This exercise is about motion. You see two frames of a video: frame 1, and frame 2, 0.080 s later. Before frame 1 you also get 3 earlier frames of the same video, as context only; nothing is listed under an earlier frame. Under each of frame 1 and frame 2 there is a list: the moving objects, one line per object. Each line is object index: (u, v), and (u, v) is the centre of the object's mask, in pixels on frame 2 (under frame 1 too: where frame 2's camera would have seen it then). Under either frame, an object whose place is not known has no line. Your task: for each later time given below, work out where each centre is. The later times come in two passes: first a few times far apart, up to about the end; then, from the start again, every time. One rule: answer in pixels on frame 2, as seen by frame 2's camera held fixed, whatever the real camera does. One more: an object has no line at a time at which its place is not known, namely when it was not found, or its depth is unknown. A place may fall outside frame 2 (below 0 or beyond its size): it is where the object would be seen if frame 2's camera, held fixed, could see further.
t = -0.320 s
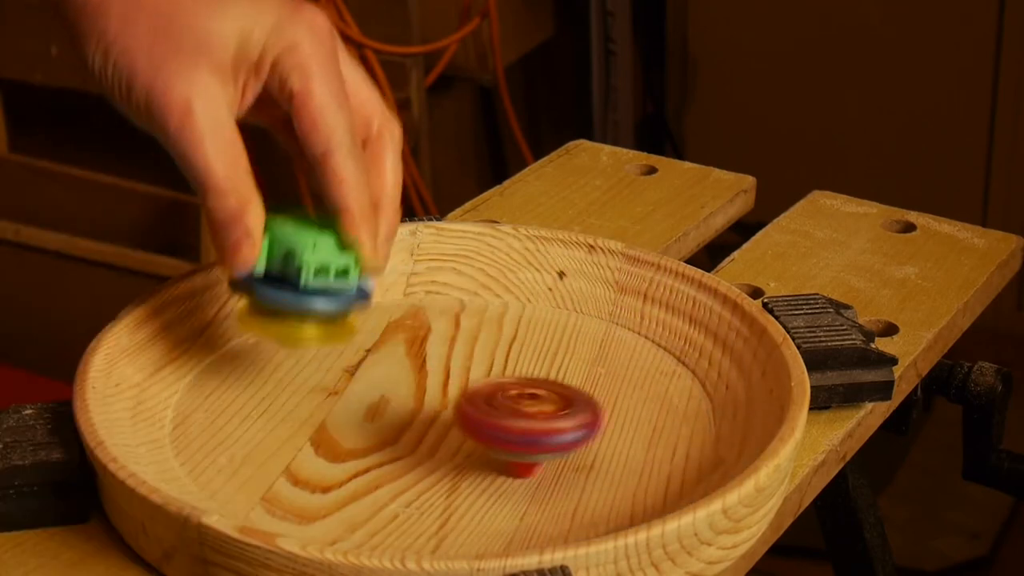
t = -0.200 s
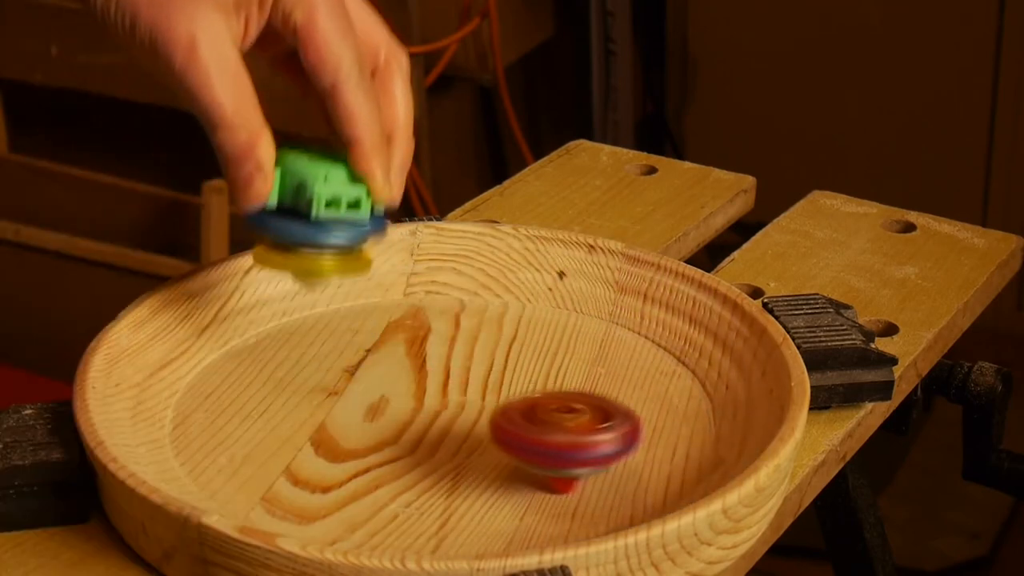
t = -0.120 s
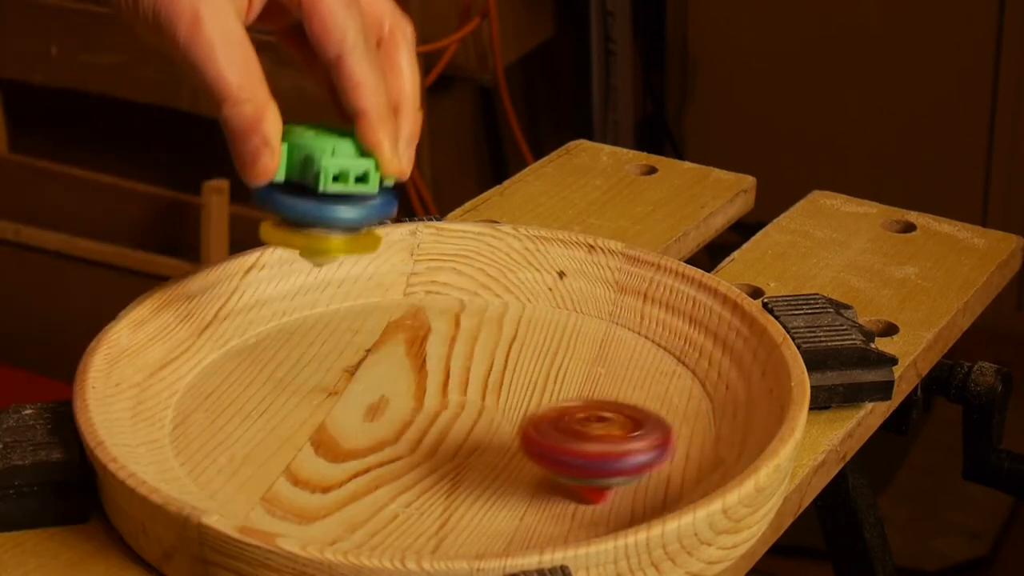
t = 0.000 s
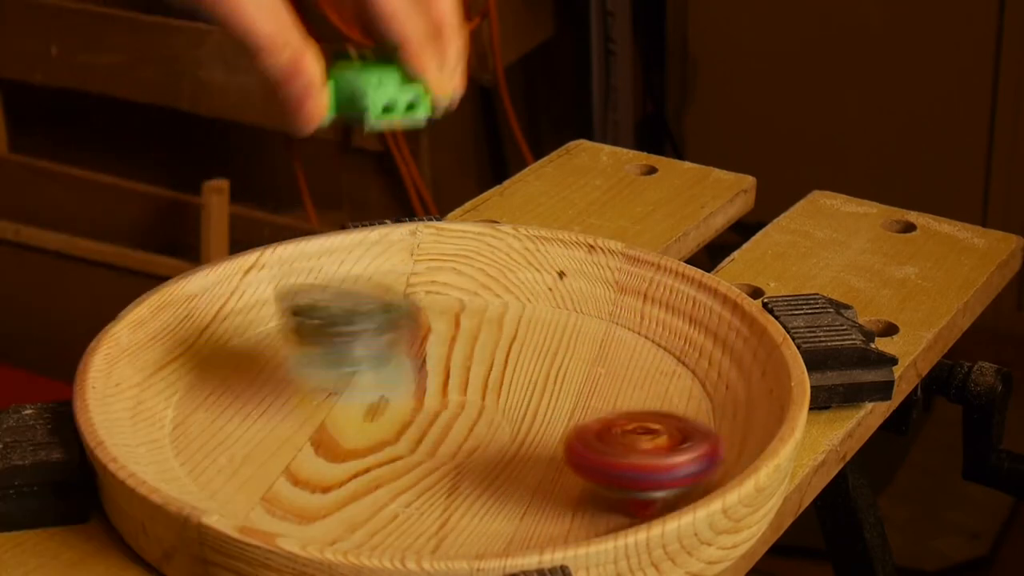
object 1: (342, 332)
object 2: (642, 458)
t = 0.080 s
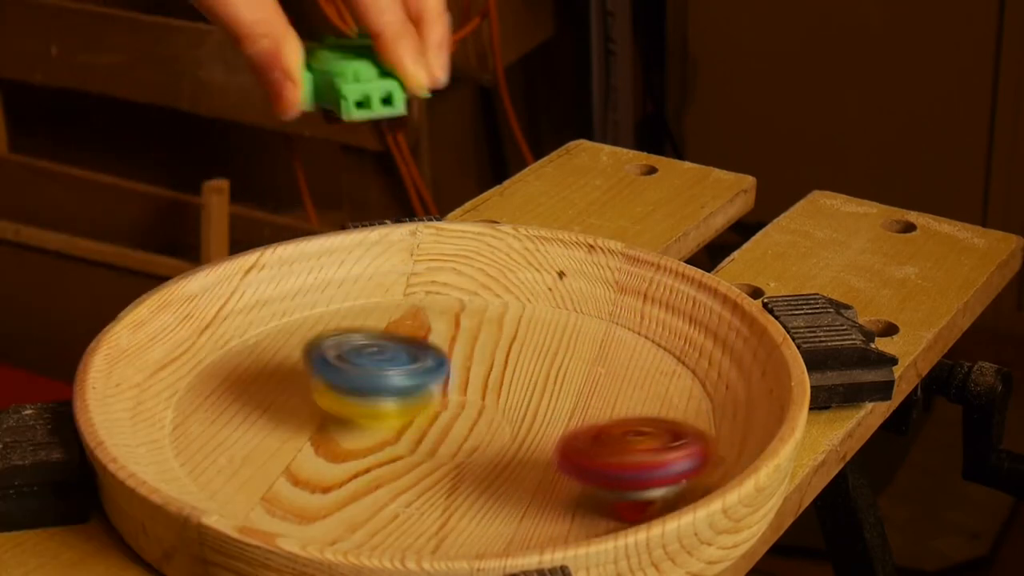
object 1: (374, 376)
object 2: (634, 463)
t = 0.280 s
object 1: (448, 394)
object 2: (639, 454)
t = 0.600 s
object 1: (447, 410)
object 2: (665, 438)
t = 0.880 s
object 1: (438, 401)
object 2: (649, 406)
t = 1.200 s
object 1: (454, 398)
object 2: (602, 381)
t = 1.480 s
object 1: (427, 409)
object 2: (661, 367)
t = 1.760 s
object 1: (440, 407)
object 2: (658, 363)
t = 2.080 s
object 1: (451, 405)
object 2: (601, 371)
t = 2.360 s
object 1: (371, 409)
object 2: (687, 369)
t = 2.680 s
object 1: (437, 406)
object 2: (675, 345)
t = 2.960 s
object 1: (465, 407)
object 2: (644, 319)
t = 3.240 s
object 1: (472, 404)
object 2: (593, 321)
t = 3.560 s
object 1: (433, 418)
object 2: (564, 342)
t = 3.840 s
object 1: (369, 434)
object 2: (588, 350)
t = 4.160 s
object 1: (368, 428)
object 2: (567, 383)
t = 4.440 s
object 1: (372, 420)
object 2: (588, 407)
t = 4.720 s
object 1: (450, 412)
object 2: (646, 407)
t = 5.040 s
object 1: (513, 403)
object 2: (661, 400)
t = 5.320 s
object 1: (509, 406)
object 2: (659, 396)
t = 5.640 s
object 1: (422, 406)
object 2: (644, 408)
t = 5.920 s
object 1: (413, 393)
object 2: (598, 415)
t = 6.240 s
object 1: (440, 372)
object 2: (525, 427)
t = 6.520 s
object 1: (491, 369)
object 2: (493, 471)
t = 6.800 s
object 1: (490, 396)
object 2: (496, 490)
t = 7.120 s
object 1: (447, 412)
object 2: (585, 468)
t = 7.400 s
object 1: (409, 400)
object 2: (624, 428)
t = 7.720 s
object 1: (433, 383)
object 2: (581, 389)
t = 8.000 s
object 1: (434, 373)
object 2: (623, 386)
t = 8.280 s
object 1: (460, 396)
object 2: (609, 386)
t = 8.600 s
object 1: (409, 419)
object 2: (624, 388)
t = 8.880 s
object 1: (339, 401)
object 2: (667, 383)
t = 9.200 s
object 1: (395, 387)
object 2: (652, 386)
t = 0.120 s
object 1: (393, 393)
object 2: (619, 462)
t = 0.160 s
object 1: (415, 392)
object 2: (613, 461)
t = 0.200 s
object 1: (430, 392)
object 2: (617, 459)
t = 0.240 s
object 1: (441, 392)
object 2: (627, 456)
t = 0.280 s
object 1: (448, 394)
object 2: (639, 454)
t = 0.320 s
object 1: (453, 396)
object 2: (650, 451)
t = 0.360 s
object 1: (456, 399)
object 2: (658, 450)
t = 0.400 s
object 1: (457, 401)
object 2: (659, 448)
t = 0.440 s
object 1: (457, 404)
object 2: (661, 446)
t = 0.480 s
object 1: (456, 406)
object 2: (661, 445)
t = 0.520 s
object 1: (454, 408)
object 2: (661, 444)
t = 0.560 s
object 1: (450, 409)
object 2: (662, 442)
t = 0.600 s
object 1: (447, 410)
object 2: (665, 438)
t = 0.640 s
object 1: (444, 409)
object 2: (665, 434)
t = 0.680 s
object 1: (440, 408)
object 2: (665, 429)
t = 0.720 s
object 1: (437, 407)
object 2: (662, 425)
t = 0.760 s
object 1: (435, 405)
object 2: (660, 419)
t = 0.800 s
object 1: (436, 404)
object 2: (657, 415)
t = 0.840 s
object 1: (437, 403)
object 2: (653, 410)
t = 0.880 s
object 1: (438, 401)
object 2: (649, 406)
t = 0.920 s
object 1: (439, 401)
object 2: (642, 404)
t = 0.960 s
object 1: (441, 400)
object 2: (632, 402)
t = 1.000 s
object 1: (445, 399)
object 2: (625, 397)
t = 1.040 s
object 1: (449, 399)
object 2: (619, 393)
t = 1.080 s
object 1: (453, 398)
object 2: (612, 389)
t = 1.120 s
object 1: (458, 397)
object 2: (605, 386)
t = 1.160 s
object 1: (455, 397)
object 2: (605, 384)
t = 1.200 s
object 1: (454, 398)
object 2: (602, 381)
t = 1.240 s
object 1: (440, 400)
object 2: (618, 378)
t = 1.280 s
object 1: (429, 403)
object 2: (632, 375)
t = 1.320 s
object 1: (423, 405)
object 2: (640, 373)
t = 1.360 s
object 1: (421, 406)
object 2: (646, 370)
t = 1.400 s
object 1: (421, 408)
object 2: (653, 369)
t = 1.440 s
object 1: (422, 409)
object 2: (657, 368)
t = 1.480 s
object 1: (427, 409)
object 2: (661, 367)
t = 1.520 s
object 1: (430, 409)
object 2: (664, 366)
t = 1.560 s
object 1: (433, 408)
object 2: (665, 366)
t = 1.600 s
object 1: (434, 407)
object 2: (666, 364)
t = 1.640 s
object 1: (435, 407)
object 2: (666, 363)
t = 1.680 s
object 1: (436, 406)
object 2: (665, 362)
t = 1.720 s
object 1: (438, 406)
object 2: (662, 362)
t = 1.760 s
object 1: (440, 407)
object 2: (658, 363)
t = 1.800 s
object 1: (441, 406)
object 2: (654, 364)
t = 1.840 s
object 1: (443, 406)
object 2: (648, 366)
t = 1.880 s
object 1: (444, 406)
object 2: (642, 367)
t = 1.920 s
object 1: (445, 406)
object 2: (635, 367)
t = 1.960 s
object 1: (446, 405)
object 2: (626, 367)
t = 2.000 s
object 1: (448, 405)
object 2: (619, 368)
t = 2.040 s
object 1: (449, 405)
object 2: (611, 369)
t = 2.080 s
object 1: (451, 405)
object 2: (601, 371)
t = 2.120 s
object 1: (444, 406)
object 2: (600, 372)
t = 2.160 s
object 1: (398, 408)
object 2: (645, 367)
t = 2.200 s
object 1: (374, 409)
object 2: (685, 360)
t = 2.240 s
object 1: (364, 409)
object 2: (706, 356)
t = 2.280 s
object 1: (362, 409)
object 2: (710, 355)
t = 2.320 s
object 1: (365, 409)
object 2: (696, 366)
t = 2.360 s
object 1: (371, 409)
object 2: (687, 369)
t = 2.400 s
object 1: (379, 410)
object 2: (682, 371)
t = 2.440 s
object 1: (386, 411)
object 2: (678, 371)
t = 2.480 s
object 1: (393, 410)
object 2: (677, 369)
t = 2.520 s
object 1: (401, 409)
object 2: (679, 366)
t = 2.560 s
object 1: (412, 409)
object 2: (679, 361)
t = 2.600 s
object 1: (422, 408)
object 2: (678, 356)
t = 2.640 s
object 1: (430, 407)
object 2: (677, 351)
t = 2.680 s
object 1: (437, 406)
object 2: (675, 345)
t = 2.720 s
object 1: (443, 405)
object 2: (672, 341)
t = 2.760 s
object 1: (449, 406)
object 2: (669, 336)
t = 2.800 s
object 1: (453, 406)
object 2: (666, 332)
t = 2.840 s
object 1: (456, 407)
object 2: (662, 328)
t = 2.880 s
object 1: (459, 407)
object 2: (657, 325)
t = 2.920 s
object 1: (463, 407)
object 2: (650, 322)
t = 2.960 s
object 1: (465, 407)
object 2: (644, 319)
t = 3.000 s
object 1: (467, 406)
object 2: (637, 316)
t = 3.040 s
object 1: (469, 406)
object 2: (628, 315)
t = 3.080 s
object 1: (471, 406)
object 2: (622, 315)
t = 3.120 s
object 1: (472, 405)
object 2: (615, 315)
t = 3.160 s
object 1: (472, 405)
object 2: (608, 317)
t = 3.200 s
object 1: (472, 404)
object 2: (600, 319)
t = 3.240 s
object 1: (472, 404)
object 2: (593, 321)
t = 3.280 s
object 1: (472, 404)
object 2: (583, 324)
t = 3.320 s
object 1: (472, 403)
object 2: (576, 327)
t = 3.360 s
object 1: (472, 403)
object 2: (569, 330)
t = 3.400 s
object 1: (471, 404)
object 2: (563, 335)
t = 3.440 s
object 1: (465, 408)
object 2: (560, 337)
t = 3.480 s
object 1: (460, 409)
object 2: (556, 341)
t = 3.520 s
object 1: (448, 414)
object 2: (555, 344)
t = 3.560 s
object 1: (433, 418)
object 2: (564, 342)
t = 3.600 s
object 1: (421, 421)
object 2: (569, 342)
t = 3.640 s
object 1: (411, 424)
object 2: (573, 342)
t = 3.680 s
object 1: (402, 426)
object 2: (577, 343)
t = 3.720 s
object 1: (393, 429)
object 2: (580, 344)
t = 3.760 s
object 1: (384, 431)
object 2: (583, 346)
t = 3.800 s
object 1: (376, 433)
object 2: (586, 348)
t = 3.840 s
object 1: (369, 434)
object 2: (588, 350)
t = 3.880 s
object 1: (365, 435)
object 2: (589, 353)
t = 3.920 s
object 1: (362, 434)
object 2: (590, 357)
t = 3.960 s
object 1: (359, 433)
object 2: (588, 361)
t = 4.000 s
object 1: (359, 432)
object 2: (585, 365)
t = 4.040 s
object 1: (360, 431)
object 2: (581, 369)
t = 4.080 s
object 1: (361, 429)
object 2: (577, 374)
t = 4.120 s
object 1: (364, 428)
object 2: (572, 379)
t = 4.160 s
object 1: (368, 428)
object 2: (567, 383)
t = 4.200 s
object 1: (373, 427)
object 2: (561, 388)
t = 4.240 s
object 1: (378, 427)
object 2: (554, 394)
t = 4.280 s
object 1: (383, 426)
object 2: (546, 399)
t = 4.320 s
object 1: (386, 425)
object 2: (542, 404)
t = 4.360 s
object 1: (373, 424)
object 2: (563, 405)
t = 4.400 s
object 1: (369, 422)
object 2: (577, 406)
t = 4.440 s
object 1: (372, 420)
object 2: (588, 407)
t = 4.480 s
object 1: (378, 418)
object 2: (598, 408)
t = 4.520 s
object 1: (387, 417)
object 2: (607, 408)
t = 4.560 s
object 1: (396, 416)
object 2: (617, 409)
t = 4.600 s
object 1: (407, 416)
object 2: (626, 408)
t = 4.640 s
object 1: (420, 415)
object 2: (635, 407)
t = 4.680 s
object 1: (437, 414)
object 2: (643, 407)
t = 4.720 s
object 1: (450, 412)
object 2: (646, 407)
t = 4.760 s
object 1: (460, 411)
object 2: (651, 407)
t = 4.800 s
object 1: (471, 411)
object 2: (655, 407)
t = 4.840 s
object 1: (480, 410)
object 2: (659, 406)
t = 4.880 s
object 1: (489, 408)
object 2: (660, 405)
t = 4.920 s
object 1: (498, 406)
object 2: (662, 404)
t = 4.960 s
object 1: (506, 404)
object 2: (662, 403)
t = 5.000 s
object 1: (511, 403)
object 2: (661, 401)
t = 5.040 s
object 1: (513, 403)
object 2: (661, 400)
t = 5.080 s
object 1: (513, 403)
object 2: (662, 398)
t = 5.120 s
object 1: (513, 402)
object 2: (663, 398)
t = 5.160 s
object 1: (514, 403)
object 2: (664, 397)
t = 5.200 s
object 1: (513, 403)
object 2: (664, 397)
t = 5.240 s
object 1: (512, 404)
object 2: (663, 397)
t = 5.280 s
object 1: (510, 405)
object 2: (662, 396)
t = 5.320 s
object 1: (509, 406)
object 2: (659, 396)
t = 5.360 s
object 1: (507, 407)
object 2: (654, 397)
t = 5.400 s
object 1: (504, 408)
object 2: (647, 399)
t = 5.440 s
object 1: (483, 410)
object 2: (653, 402)
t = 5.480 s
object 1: (468, 410)
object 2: (655, 403)
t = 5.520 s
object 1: (459, 408)
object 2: (655, 403)
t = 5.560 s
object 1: (445, 407)
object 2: (653, 404)
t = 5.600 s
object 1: (433, 407)
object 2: (649, 406)
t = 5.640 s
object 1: (422, 406)
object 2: (644, 408)
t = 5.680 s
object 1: (412, 405)
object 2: (637, 411)
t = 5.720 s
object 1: (407, 403)
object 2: (630, 413)
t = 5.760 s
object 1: (410, 401)
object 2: (624, 413)
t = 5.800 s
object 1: (411, 400)
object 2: (618, 413)
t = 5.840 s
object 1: (410, 397)
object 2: (611, 413)
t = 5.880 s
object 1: (410, 395)
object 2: (606, 414)
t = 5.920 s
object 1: (413, 393)
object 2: (598, 415)
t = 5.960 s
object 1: (415, 391)
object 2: (591, 416)
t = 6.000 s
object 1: (418, 389)
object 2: (583, 418)
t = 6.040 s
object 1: (423, 387)
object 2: (575, 419)
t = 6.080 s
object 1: (427, 386)
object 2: (567, 421)
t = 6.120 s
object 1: (430, 384)
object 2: (558, 422)
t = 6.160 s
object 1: (432, 379)
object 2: (547, 424)
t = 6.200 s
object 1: (435, 376)
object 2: (537, 425)
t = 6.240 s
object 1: (440, 372)
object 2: (525, 427)
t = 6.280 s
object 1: (447, 367)
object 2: (515, 428)
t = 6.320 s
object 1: (456, 363)
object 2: (507, 431)
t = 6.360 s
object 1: (468, 359)
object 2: (501, 436)
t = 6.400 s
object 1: (478, 360)
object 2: (496, 448)
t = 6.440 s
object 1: (486, 362)
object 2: (494, 457)
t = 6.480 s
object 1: (492, 364)
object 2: (493, 463)
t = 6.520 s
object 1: (491, 369)
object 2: (493, 471)
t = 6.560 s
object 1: (488, 373)
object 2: (494, 478)
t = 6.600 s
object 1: (490, 378)
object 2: (497, 484)
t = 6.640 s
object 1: (495, 382)
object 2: (503, 491)
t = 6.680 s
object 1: (496, 387)
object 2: (508, 495)
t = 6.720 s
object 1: (492, 390)
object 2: (504, 495)
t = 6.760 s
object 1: (490, 393)
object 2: (498, 493)
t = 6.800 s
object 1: (490, 396)
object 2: (496, 490)
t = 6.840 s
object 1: (487, 398)
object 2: (499, 488)
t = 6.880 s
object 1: (482, 402)
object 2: (511, 487)
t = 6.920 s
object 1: (476, 405)
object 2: (524, 486)
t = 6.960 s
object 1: (470, 406)
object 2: (536, 484)
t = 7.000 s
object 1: (464, 410)
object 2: (549, 481)
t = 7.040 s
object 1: (459, 411)
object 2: (561, 477)
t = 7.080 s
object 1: (454, 412)
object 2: (573, 473)
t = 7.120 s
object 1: (447, 412)
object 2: (585, 468)
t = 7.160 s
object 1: (441, 413)
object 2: (595, 464)
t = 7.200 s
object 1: (437, 412)
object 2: (603, 458)
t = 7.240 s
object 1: (433, 409)
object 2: (609, 452)
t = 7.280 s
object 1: (426, 407)
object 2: (615, 447)
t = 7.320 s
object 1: (419, 406)
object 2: (620, 440)
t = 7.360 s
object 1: (412, 403)
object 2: (623, 434)
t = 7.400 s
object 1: (409, 400)
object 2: (624, 428)
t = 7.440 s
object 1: (409, 398)
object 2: (623, 422)
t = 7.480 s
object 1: (412, 396)
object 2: (618, 418)
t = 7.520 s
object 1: (414, 395)
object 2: (616, 411)
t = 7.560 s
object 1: (416, 392)
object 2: (610, 405)
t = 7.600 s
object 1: (419, 390)
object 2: (605, 401)
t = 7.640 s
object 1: (424, 388)
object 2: (597, 396)
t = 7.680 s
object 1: (428, 385)
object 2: (589, 392)
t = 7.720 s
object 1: (433, 383)
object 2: (581, 389)
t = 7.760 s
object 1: (421, 378)
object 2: (595, 389)
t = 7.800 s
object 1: (414, 374)
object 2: (609, 388)
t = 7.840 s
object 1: (413, 372)
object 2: (616, 389)
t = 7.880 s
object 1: (419, 372)
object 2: (619, 388)
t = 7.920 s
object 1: (423, 372)
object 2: (622, 387)
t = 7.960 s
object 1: (429, 372)
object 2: (622, 387)
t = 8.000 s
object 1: (434, 373)
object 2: (623, 386)
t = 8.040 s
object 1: (440, 375)
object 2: (623, 386)
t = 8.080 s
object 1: (445, 377)
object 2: (623, 386)
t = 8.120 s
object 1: (449, 380)
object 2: (622, 385)
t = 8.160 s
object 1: (452, 382)
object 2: (620, 384)
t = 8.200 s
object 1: (456, 386)
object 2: (617, 384)
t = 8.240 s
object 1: (459, 391)
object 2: (613, 385)
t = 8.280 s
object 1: (460, 396)
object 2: (609, 386)
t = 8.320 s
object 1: (460, 401)
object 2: (605, 386)
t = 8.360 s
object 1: (458, 407)
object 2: (604, 386)
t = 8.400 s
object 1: (456, 411)
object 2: (603, 386)
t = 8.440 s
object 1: (452, 414)
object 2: (600, 387)
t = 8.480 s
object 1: (450, 415)
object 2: (596, 387)
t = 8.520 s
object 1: (445, 417)
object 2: (595, 388)
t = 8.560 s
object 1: (425, 419)
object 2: (615, 388)
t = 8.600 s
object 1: (409, 419)
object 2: (624, 388)
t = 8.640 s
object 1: (395, 419)
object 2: (633, 388)
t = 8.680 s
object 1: (382, 419)
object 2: (640, 386)
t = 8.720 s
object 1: (371, 417)
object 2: (648, 385)
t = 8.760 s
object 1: (360, 414)
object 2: (654, 385)
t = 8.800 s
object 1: (350, 409)
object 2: (659, 385)
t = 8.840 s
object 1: (343, 406)
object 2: (663, 385)
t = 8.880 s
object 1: (339, 401)
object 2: (667, 383)
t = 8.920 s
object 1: (340, 396)
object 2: (670, 382)
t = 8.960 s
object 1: (342, 394)
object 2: (671, 382)
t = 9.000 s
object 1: (346, 391)
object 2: (671, 382)
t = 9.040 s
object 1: (353, 389)
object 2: (670, 382)
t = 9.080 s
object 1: (362, 387)
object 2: (667, 382)
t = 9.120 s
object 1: (371, 387)
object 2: (662, 383)
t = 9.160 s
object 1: (381, 386)
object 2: (659, 384)
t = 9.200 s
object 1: (395, 387)
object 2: (652, 386)
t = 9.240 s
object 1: (409, 387)
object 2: (645, 388)
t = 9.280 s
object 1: (424, 386)
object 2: (640, 389)
